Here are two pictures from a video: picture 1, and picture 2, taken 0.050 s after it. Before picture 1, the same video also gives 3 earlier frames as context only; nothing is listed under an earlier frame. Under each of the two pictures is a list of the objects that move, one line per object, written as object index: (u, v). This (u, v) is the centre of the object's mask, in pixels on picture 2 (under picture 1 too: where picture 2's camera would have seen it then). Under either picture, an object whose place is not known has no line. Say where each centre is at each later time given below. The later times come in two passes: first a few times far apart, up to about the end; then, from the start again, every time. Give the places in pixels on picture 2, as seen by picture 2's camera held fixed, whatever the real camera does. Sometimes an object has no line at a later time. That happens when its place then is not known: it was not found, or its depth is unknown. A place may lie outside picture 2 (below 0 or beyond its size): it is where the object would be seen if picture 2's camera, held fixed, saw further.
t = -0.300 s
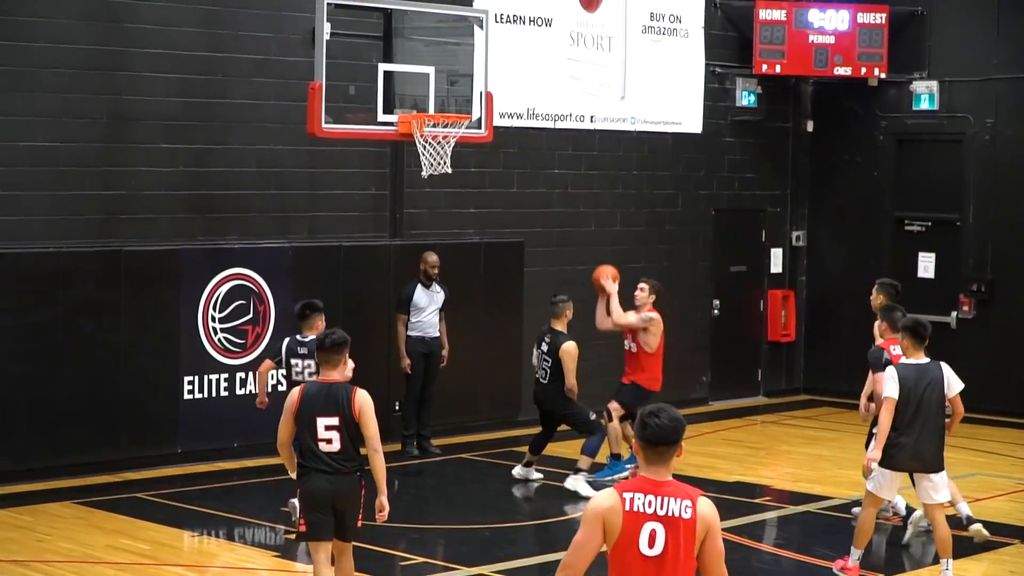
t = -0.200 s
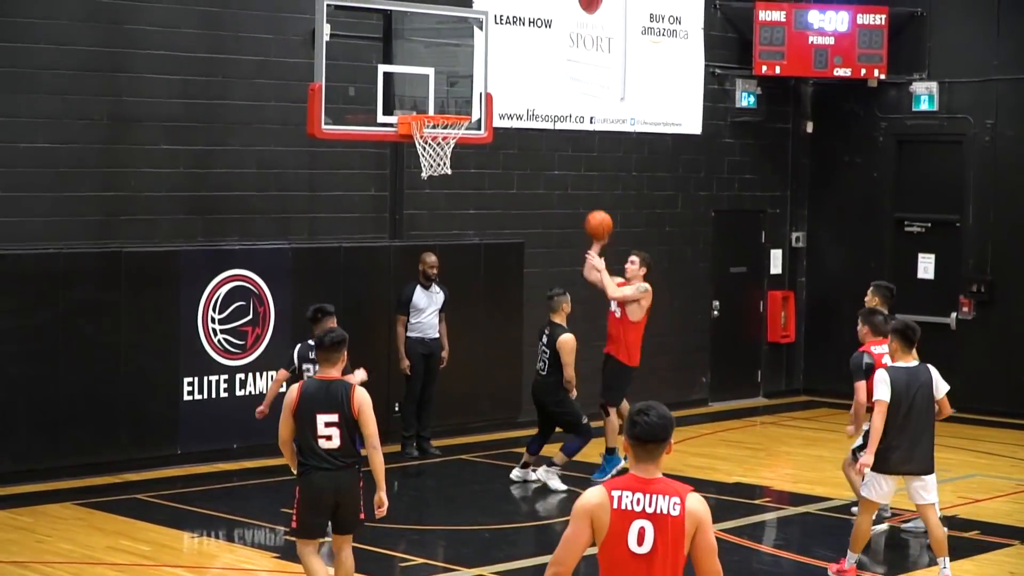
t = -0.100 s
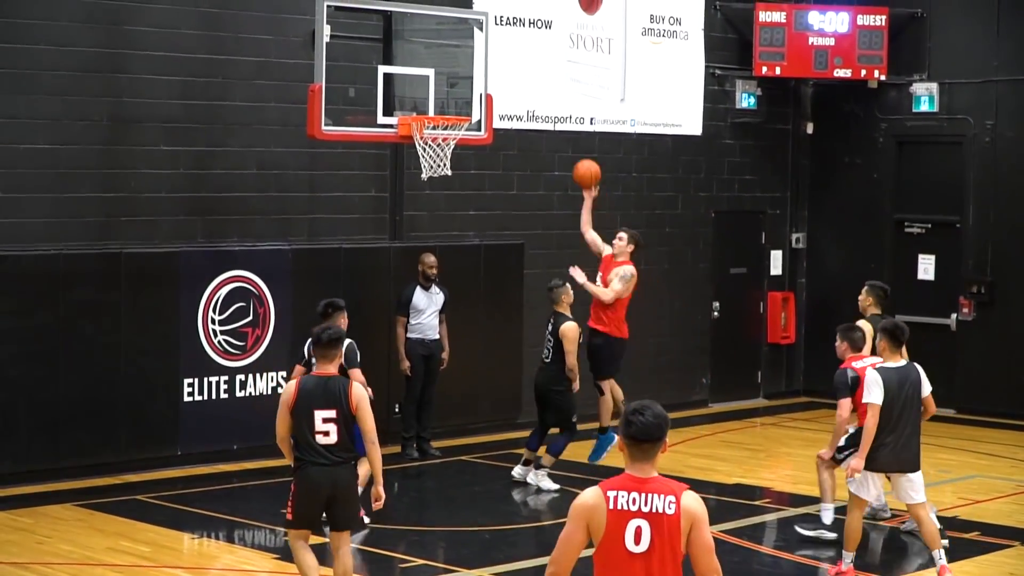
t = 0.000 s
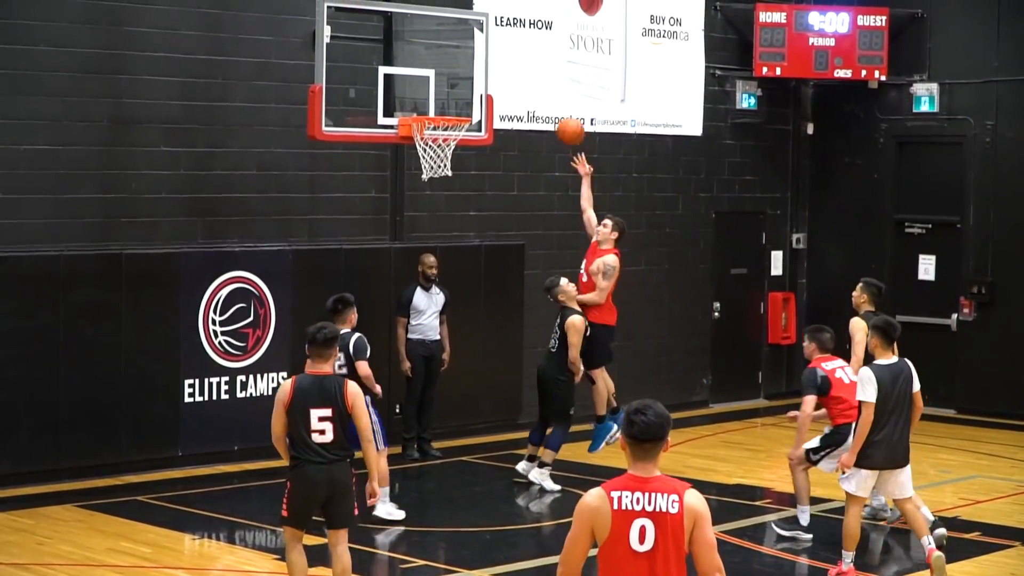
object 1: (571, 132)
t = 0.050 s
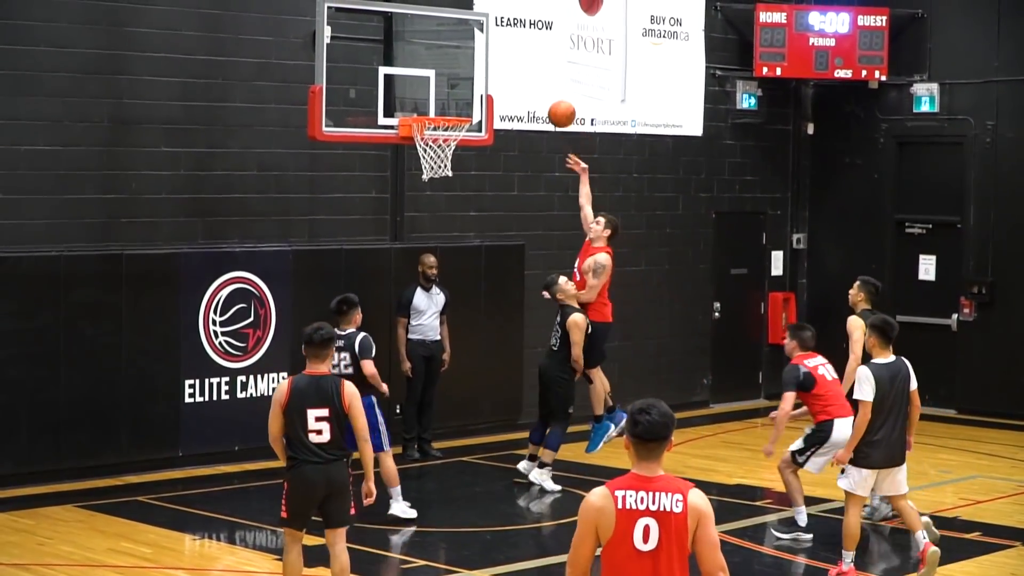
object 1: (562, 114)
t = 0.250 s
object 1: (526, 72)
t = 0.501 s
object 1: (477, 84)
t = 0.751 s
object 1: (426, 146)
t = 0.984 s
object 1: (411, 184)
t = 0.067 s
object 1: (559, 109)
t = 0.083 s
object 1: (556, 104)
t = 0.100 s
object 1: (553, 99)
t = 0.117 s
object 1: (550, 95)
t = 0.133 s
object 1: (547, 91)
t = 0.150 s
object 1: (544, 87)
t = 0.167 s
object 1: (541, 84)
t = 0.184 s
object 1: (538, 81)
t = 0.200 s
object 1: (535, 78)
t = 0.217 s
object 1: (532, 76)
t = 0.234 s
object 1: (529, 74)
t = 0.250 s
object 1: (526, 72)
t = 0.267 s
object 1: (522, 71)
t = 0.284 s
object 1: (519, 69)
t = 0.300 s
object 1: (516, 68)
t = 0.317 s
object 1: (513, 68)
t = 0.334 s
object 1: (510, 68)
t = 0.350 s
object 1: (507, 68)
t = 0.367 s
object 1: (504, 68)
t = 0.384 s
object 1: (500, 69)
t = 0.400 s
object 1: (497, 70)
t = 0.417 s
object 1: (494, 72)
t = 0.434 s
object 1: (490, 74)
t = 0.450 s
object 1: (487, 76)
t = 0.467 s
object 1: (484, 78)
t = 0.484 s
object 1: (481, 81)
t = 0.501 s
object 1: (477, 84)
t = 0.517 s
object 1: (474, 88)
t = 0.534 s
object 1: (471, 91)
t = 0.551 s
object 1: (467, 96)
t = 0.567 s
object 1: (463, 100)
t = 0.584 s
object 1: (460, 104)
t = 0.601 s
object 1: (457, 107)
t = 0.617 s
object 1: (454, 108)
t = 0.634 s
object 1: (451, 110)
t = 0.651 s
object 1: (446, 121)
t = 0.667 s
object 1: (443, 126)
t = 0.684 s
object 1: (440, 131)
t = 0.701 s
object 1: (435, 136)
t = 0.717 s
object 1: (431, 140)
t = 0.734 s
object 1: (428, 144)
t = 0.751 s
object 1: (426, 146)
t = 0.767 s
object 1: (424, 149)
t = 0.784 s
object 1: (423, 149)
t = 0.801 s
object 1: (422, 152)
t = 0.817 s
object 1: (421, 159)
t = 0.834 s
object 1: (420, 161)
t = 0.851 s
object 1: (418, 161)
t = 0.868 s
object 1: (417, 162)
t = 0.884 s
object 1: (416, 164)
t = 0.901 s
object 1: (415, 166)
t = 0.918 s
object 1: (414, 169)
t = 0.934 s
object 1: (414, 172)
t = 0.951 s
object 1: (413, 176)
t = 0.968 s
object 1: (412, 180)
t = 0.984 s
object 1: (411, 184)
